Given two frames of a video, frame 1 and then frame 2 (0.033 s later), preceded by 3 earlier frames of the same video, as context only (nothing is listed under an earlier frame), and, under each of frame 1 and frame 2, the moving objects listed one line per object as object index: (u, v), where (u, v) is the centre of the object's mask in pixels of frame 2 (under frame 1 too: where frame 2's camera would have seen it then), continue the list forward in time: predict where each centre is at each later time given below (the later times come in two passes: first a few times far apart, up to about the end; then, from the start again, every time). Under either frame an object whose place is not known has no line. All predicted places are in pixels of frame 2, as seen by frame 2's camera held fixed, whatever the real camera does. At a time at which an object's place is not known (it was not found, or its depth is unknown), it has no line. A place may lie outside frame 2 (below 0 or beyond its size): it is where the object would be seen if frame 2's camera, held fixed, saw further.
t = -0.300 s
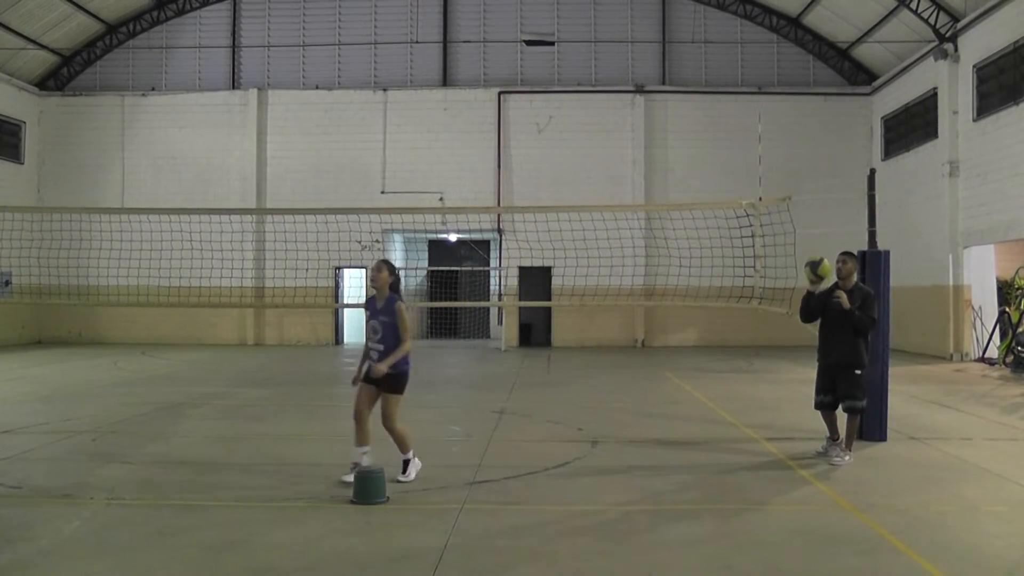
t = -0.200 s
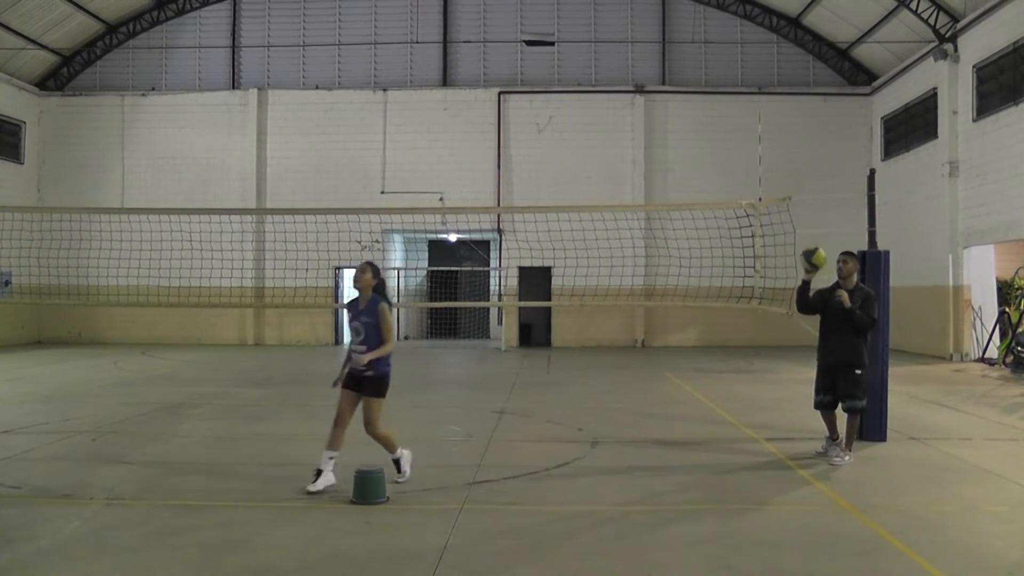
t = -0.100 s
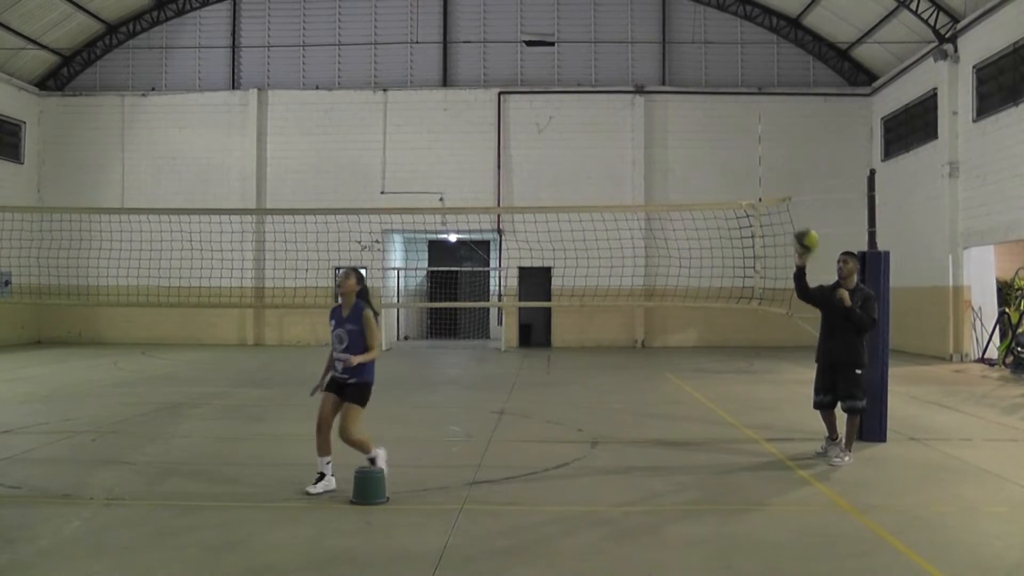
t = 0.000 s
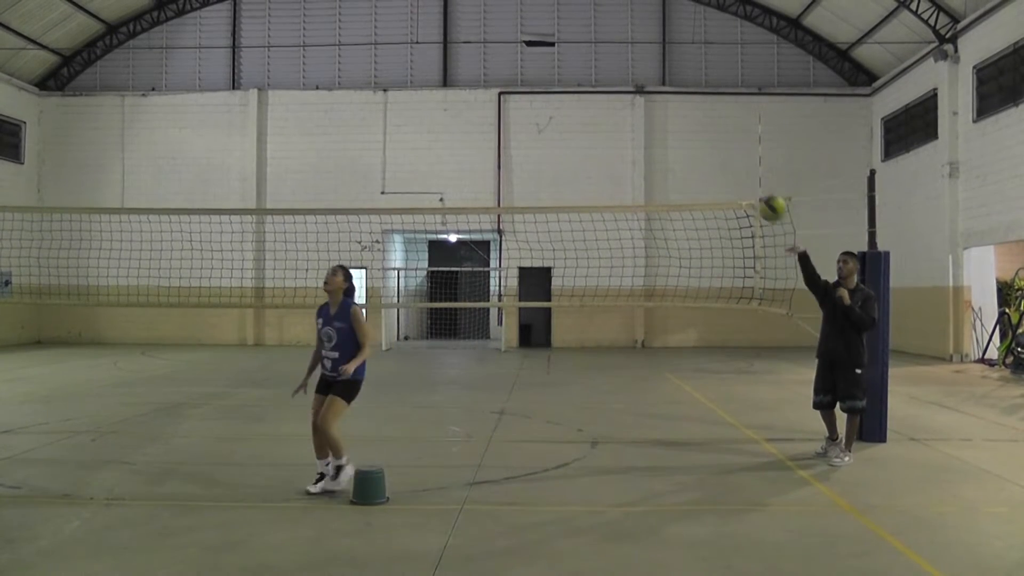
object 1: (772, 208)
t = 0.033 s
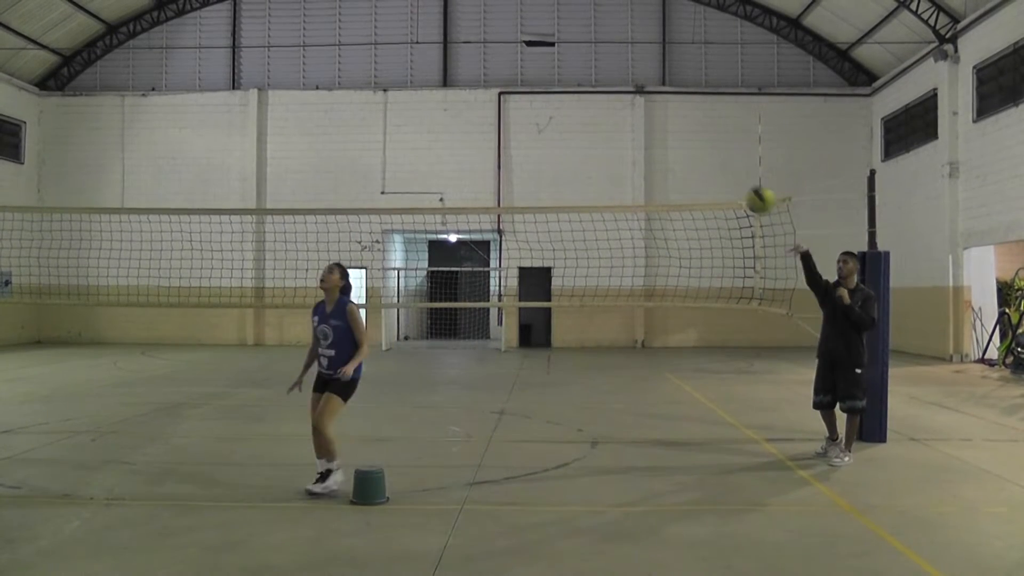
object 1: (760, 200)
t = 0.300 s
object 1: (642, 179)
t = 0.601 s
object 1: (481, 285)
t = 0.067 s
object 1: (747, 193)
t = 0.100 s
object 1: (733, 186)
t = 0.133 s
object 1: (719, 182)
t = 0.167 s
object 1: (705, 179)
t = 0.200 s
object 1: (690, 176)
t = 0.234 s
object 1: (675, 175)
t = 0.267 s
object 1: (659, 177)
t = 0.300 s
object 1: (642, 179)
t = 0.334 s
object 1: (626, 183)
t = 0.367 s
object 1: (610, 189)
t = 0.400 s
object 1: (593, 196)
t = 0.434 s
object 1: (575, 205)
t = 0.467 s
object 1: (557, 217)
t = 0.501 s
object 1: (538, 230)
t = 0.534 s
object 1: (520, 246)
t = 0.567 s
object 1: (500, 263)
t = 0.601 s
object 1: (481, 285)
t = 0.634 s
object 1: (460, 305)
